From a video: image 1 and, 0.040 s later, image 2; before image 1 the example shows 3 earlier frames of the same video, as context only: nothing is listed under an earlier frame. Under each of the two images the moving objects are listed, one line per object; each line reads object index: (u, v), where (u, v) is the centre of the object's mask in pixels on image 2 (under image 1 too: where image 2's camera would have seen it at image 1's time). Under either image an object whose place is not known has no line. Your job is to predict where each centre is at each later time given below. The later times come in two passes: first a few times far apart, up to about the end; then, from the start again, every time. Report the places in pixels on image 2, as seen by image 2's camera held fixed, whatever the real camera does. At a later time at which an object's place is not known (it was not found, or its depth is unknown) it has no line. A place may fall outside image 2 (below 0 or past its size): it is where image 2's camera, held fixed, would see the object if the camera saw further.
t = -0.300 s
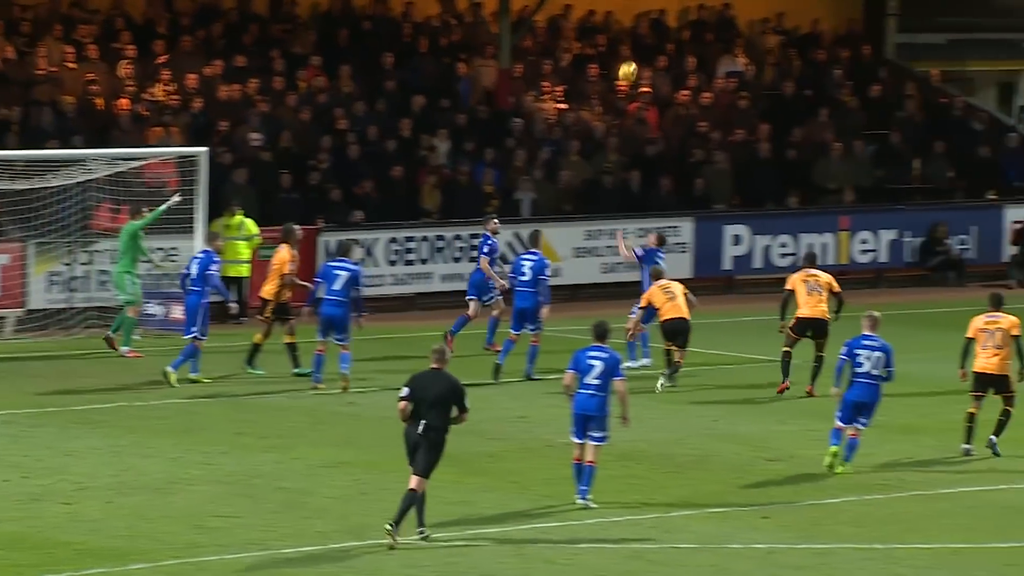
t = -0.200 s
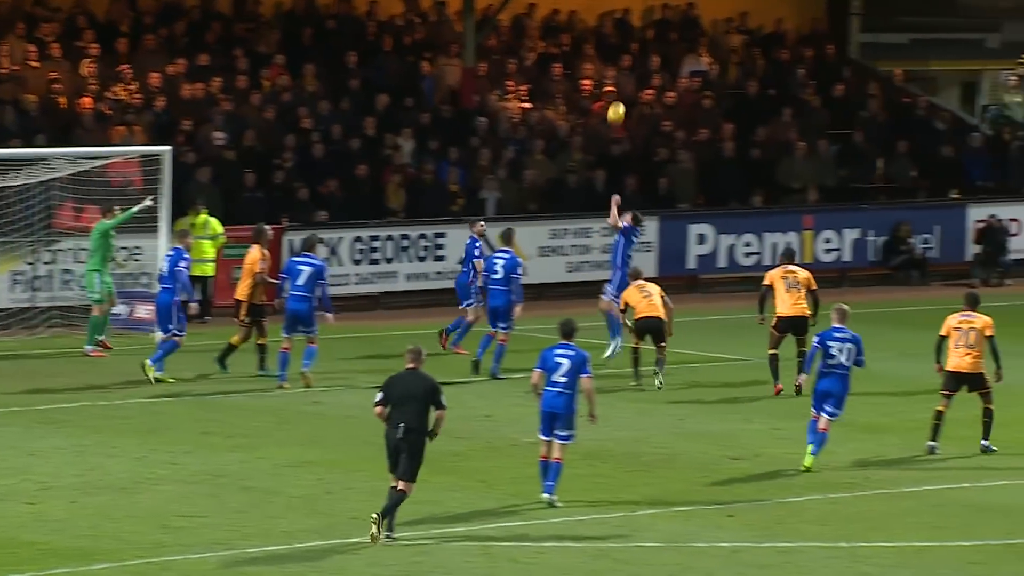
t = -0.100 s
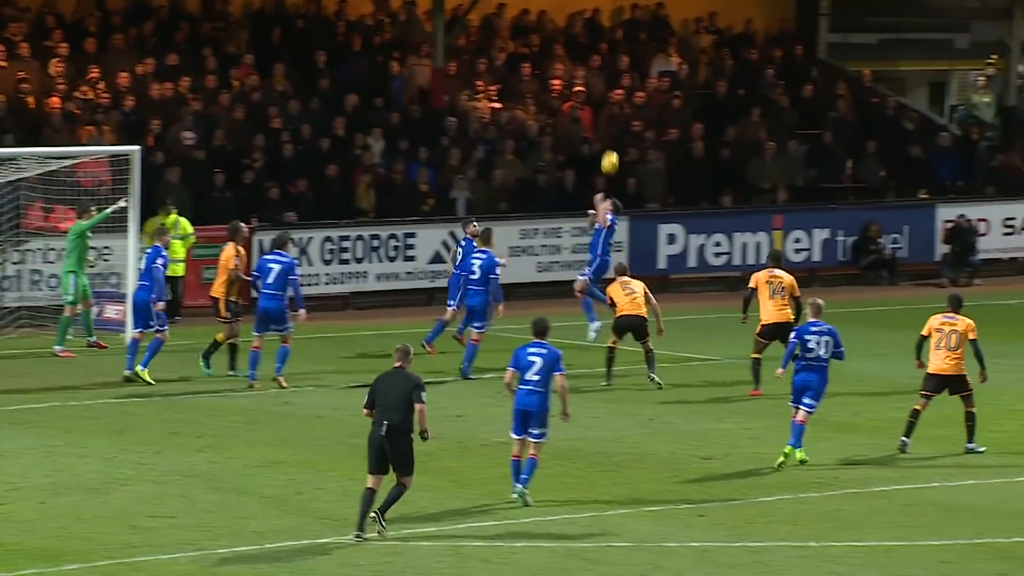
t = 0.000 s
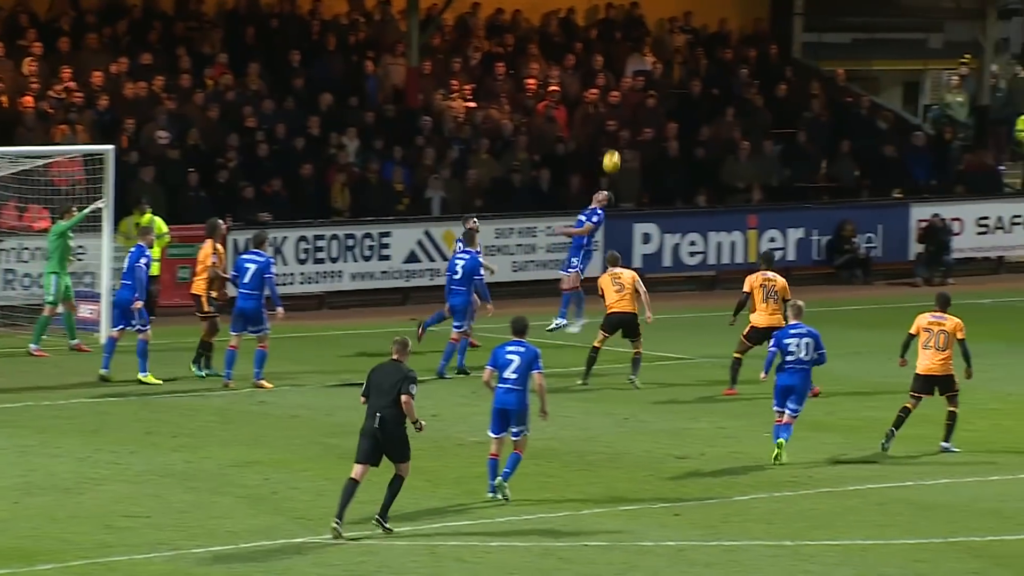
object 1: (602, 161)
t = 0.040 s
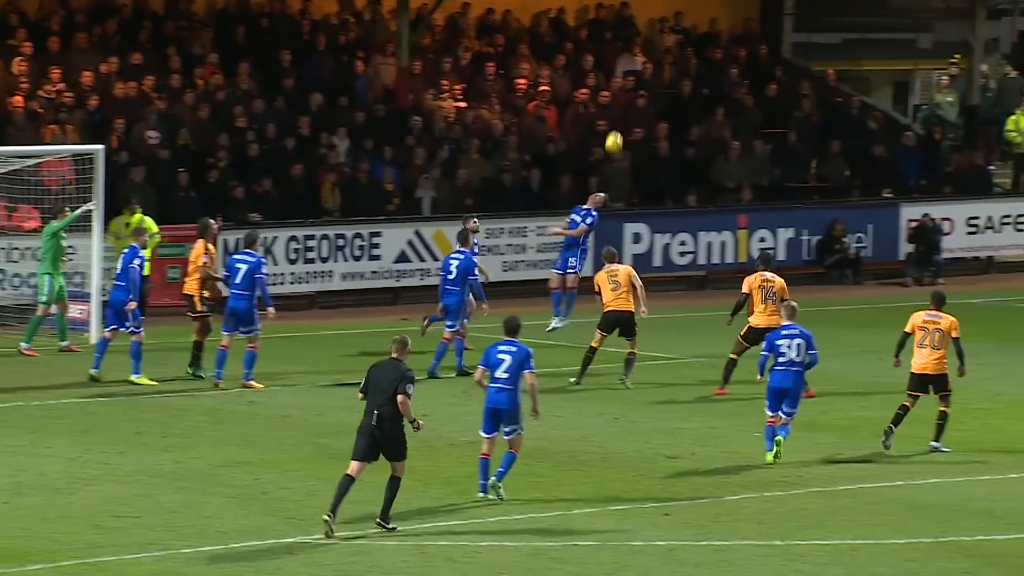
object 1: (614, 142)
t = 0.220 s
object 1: (664, 75)
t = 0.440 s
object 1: (721, 29)
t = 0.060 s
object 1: (620, 134)
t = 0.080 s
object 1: (625, 126)
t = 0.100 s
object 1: (631, 117)
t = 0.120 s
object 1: (636, 110)
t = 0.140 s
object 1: (642, 102)
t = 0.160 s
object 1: (648, 95)
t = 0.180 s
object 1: (653, 88)
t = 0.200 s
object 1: (658, 81)
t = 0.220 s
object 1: (664, 75)
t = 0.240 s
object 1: (669, 70)
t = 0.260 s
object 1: (674, 64)
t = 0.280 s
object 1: (680, 59)
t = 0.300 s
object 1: (685, 54)
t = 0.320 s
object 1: (690, 50)
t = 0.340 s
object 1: (695, 46)
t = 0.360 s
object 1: (700, 42)
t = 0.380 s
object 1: (706, 38)
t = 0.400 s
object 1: (711, 35)
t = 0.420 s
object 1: (716, 32)
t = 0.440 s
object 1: (721, 29)
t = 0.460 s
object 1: (725, 26)
